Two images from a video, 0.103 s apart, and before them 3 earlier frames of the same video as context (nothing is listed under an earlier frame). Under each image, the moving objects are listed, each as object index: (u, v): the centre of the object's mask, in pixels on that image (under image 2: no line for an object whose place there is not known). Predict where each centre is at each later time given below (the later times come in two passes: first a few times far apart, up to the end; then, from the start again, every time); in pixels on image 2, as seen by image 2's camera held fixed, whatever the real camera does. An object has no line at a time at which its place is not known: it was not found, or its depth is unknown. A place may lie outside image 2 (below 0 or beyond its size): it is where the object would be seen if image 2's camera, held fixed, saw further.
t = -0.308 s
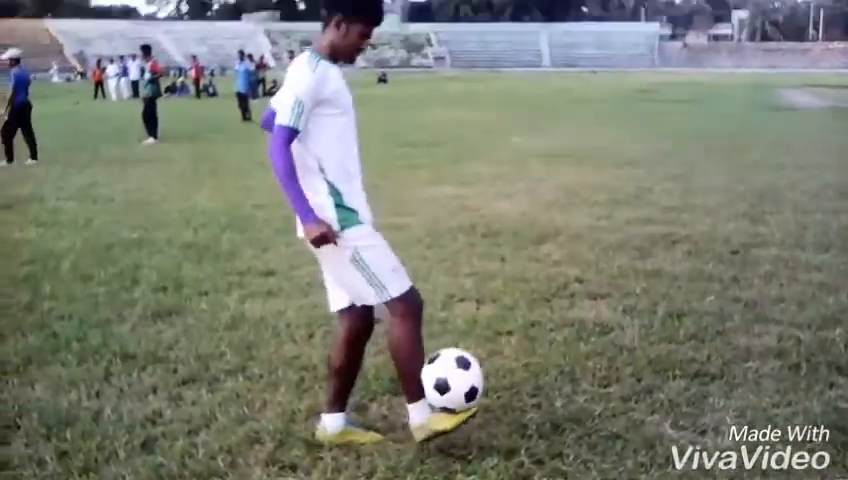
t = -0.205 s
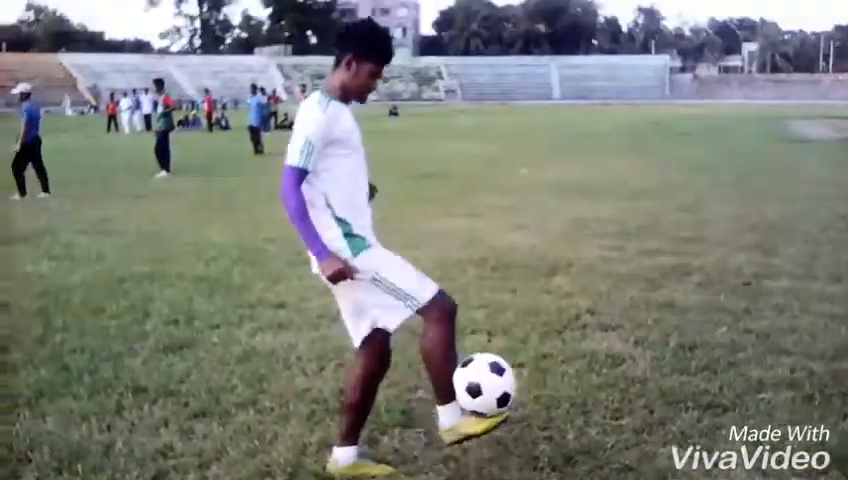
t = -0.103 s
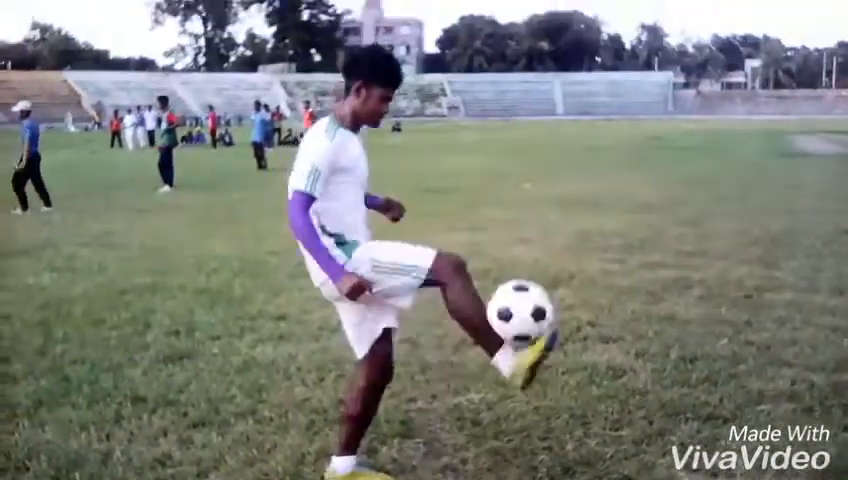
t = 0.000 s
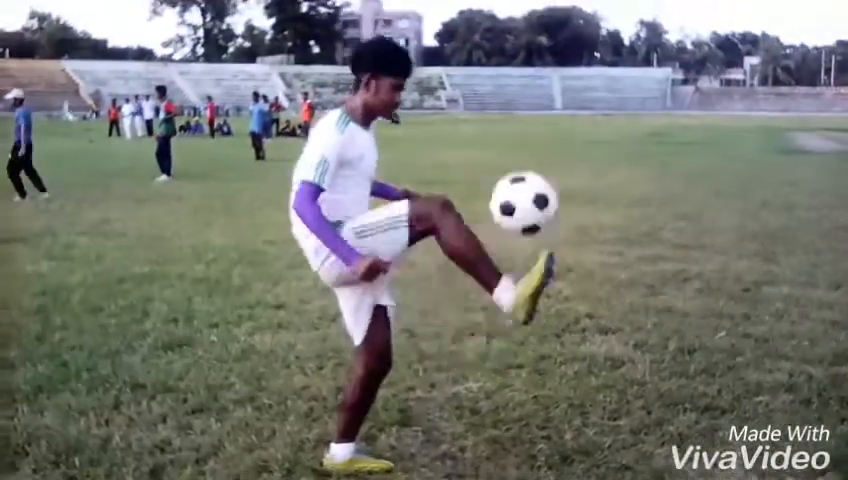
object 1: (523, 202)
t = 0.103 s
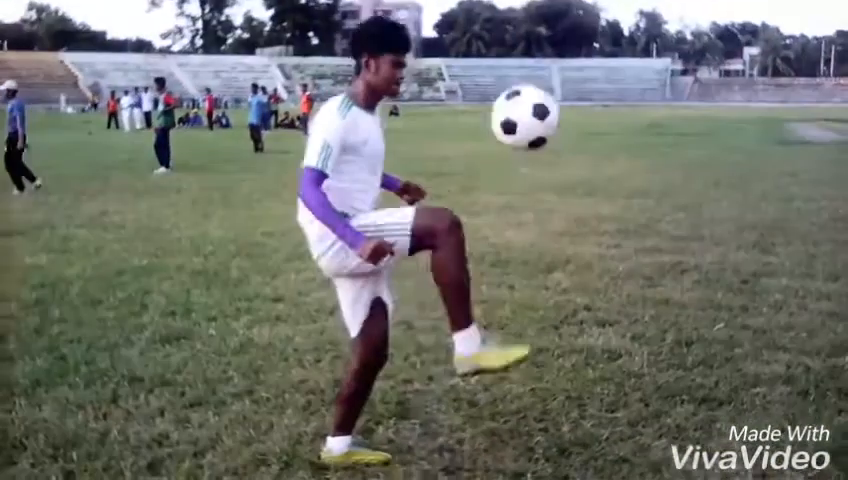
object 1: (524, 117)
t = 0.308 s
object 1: (527, 43)
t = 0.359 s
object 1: (528, 43)
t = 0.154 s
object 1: (527, 87)
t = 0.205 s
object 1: (529, 64)
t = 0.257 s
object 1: (528, 49)
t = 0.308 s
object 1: (527, 43)
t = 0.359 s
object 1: (528, 43)
